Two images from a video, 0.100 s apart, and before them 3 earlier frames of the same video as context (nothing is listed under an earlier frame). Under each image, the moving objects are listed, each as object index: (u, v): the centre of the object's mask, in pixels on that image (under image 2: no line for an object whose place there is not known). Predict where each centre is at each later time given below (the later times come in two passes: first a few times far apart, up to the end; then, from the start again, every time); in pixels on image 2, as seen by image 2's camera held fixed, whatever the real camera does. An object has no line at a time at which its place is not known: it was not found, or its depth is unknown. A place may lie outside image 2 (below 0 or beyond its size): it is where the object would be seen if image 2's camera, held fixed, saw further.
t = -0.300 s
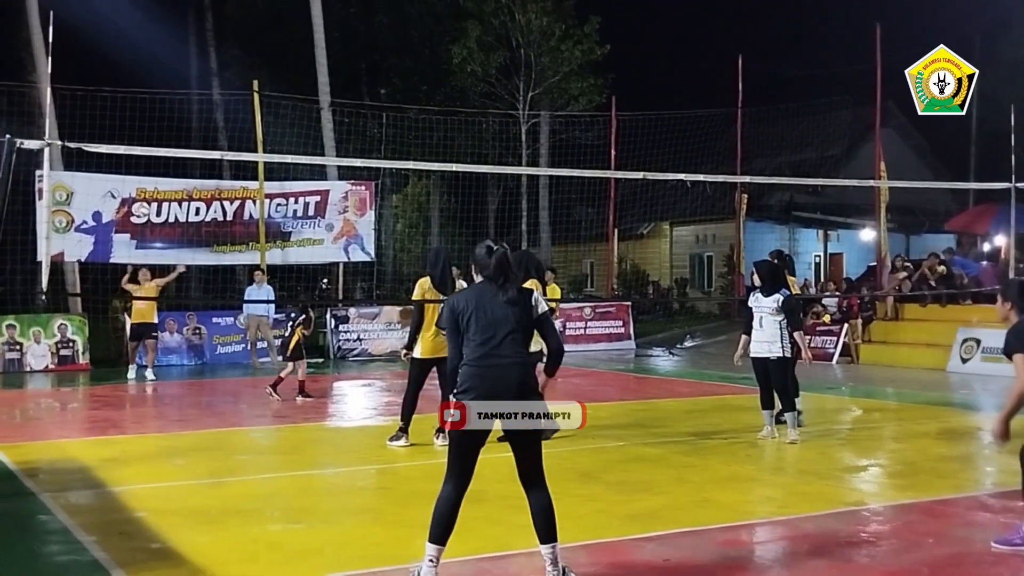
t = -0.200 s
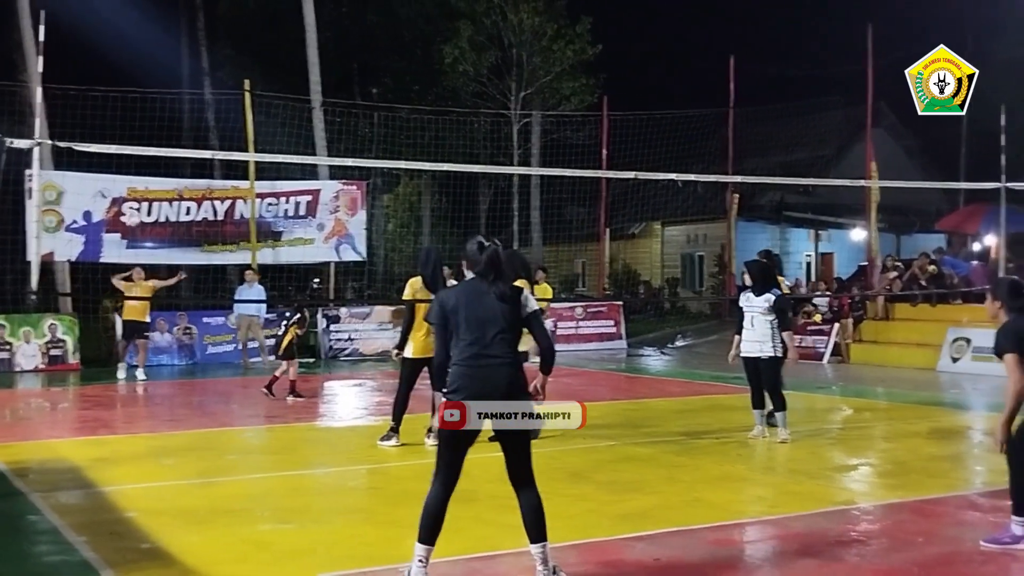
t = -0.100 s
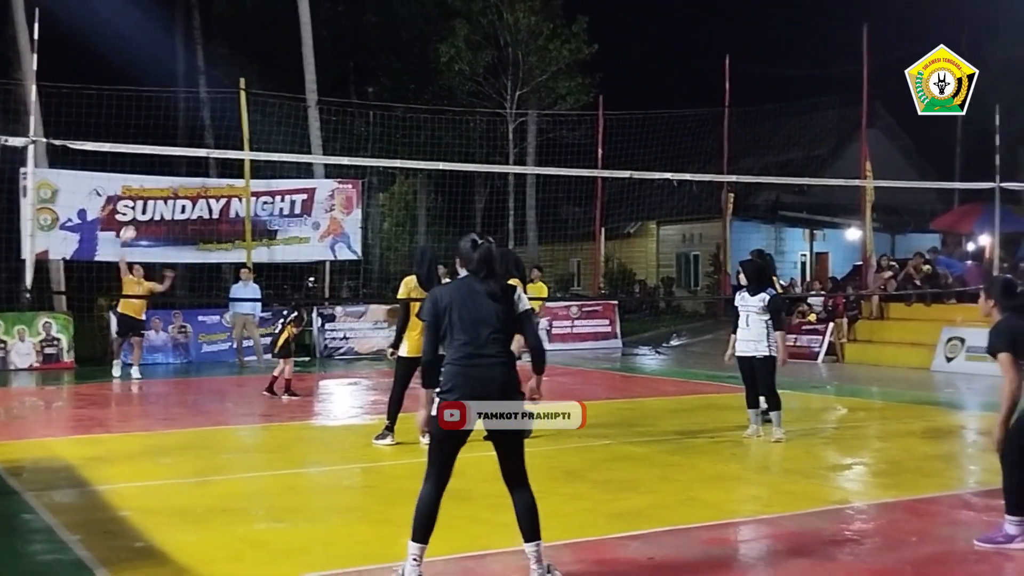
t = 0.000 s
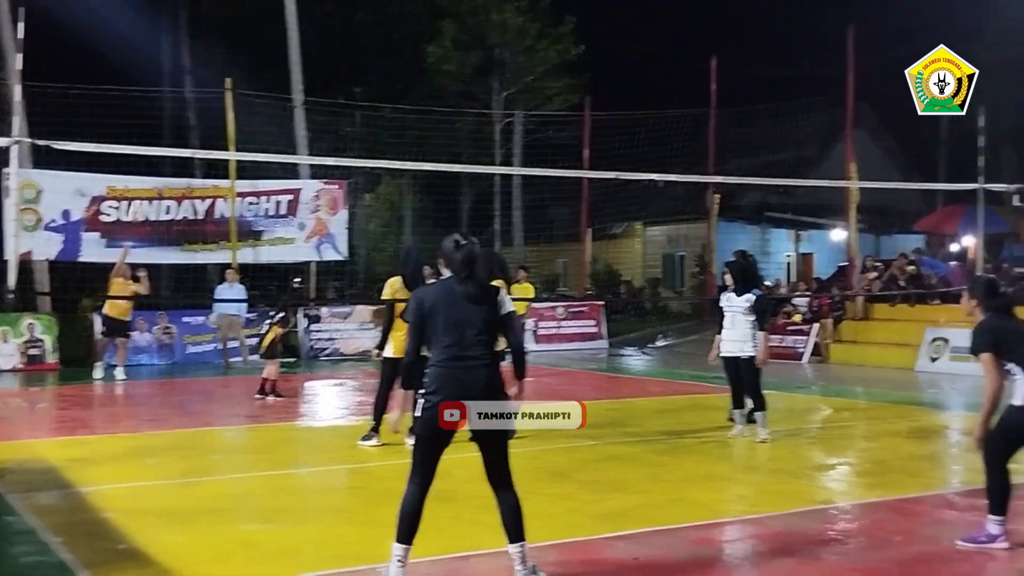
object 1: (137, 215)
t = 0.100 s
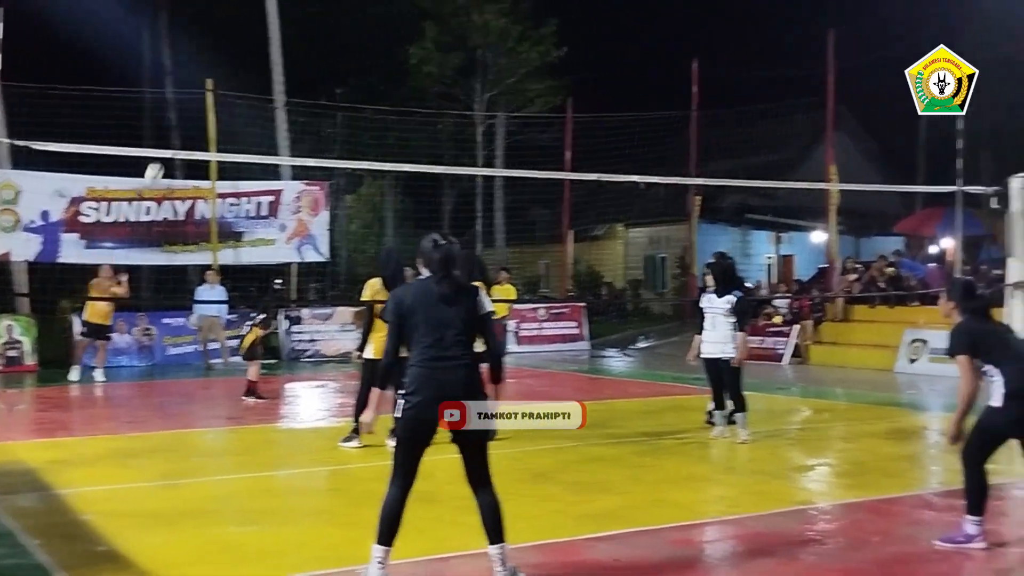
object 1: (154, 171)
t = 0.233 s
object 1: (204, 130)
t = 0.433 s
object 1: (298, 87)
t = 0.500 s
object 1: (338, 82)
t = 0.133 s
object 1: (166, 164)
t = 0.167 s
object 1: (178, 152)
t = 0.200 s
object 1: (192, 140)
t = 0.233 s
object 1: (204, 130)
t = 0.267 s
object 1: (221, 122)
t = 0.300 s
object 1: (236, 113)
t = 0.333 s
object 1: (249, 104)
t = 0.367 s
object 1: (265, 98)
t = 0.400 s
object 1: (282, 92)
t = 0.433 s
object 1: (298, 87)
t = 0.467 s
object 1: (317, 84)
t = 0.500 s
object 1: (338, 82)
